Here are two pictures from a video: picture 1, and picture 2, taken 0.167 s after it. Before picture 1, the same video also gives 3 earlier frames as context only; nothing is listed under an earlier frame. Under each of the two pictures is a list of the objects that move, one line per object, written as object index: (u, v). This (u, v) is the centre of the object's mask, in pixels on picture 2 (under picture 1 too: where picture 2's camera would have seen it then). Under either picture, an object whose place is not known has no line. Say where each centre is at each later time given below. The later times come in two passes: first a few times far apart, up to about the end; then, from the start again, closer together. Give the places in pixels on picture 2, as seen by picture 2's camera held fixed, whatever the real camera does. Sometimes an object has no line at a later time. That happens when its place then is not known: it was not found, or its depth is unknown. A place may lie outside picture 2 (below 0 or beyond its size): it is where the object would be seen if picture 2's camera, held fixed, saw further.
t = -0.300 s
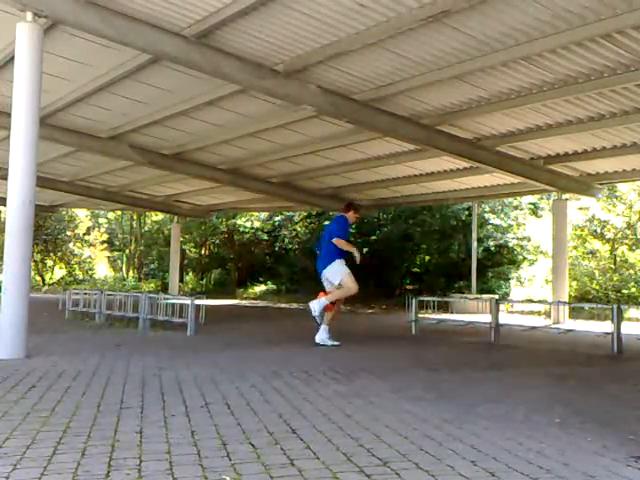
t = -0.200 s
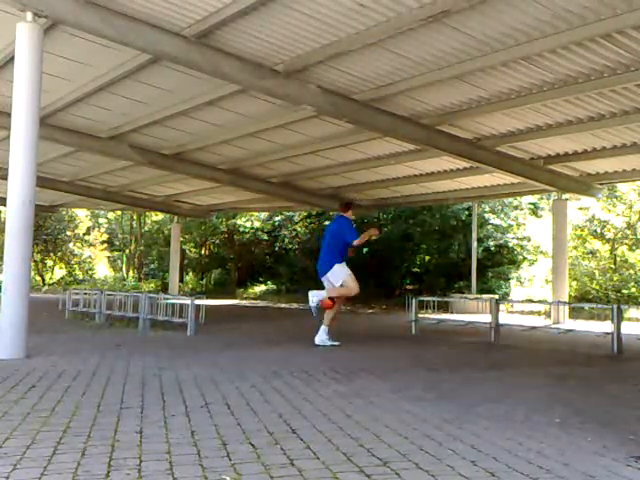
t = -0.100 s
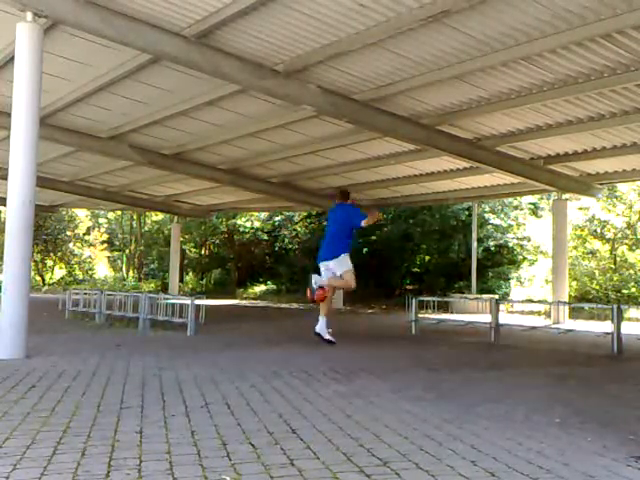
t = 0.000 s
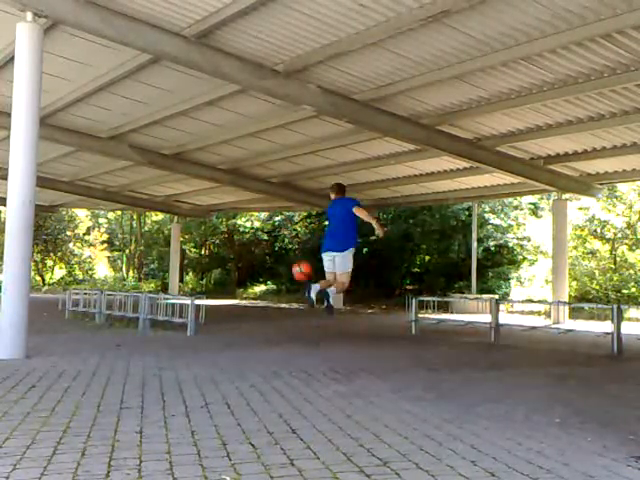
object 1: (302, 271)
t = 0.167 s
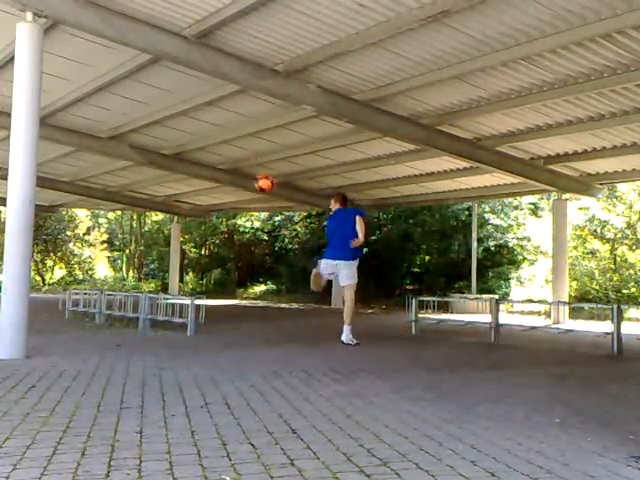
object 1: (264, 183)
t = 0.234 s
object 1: (249, 153)
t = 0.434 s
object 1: (199, 86)
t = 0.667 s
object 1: (137, 51)
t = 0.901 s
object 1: (68, 68)
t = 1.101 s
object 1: (88, 101)
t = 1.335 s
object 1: (144, 179)
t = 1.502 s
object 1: (181, 266)
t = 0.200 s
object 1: (256, 167)
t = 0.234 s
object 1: (249, 153)
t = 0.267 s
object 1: (241, 140)
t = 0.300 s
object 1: (232, 127)
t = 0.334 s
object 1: (225, 116)
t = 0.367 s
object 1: (216, 105)
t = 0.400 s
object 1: (208, 95)
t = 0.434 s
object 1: (199, 86)
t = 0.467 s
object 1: (191, 77)
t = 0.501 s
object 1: (182, 70)
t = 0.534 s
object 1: (173, 65)
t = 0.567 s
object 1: (163, 60)
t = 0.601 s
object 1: (154, 56)
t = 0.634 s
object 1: (146, 53)
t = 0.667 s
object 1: (137, 51)
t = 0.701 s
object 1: (127, 50)
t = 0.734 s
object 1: (117, 50)
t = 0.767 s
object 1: (108, 51)
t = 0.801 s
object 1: (98, 54)
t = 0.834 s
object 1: (88, 58)
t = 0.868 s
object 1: (77, 62)
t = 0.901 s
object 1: (68, 68)
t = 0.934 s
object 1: (57, 75)
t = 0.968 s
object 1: (55, 81)
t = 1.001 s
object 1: (64, 84)
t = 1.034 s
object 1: (72, 89)
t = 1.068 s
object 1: (80, 94)
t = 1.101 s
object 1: (88, 101)
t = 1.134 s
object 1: (96, 110)
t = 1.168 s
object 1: (104, 118)
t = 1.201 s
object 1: (112, 128)
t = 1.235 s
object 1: (120, 139)
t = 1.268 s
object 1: (128, 151)
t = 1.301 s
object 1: (136, 164)
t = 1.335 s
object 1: (144, 179)
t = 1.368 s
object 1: (152, 194)
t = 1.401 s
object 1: (158, 211)
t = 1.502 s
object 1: (181, 266)
